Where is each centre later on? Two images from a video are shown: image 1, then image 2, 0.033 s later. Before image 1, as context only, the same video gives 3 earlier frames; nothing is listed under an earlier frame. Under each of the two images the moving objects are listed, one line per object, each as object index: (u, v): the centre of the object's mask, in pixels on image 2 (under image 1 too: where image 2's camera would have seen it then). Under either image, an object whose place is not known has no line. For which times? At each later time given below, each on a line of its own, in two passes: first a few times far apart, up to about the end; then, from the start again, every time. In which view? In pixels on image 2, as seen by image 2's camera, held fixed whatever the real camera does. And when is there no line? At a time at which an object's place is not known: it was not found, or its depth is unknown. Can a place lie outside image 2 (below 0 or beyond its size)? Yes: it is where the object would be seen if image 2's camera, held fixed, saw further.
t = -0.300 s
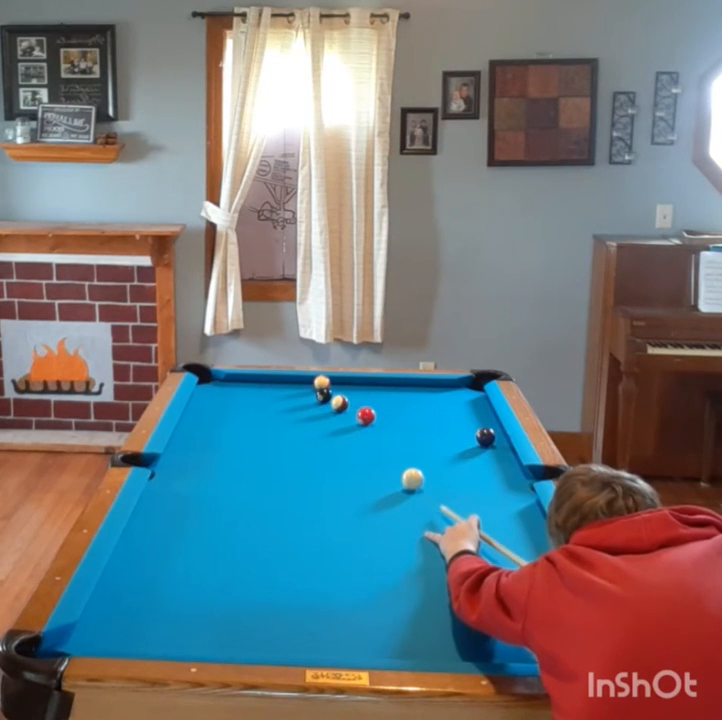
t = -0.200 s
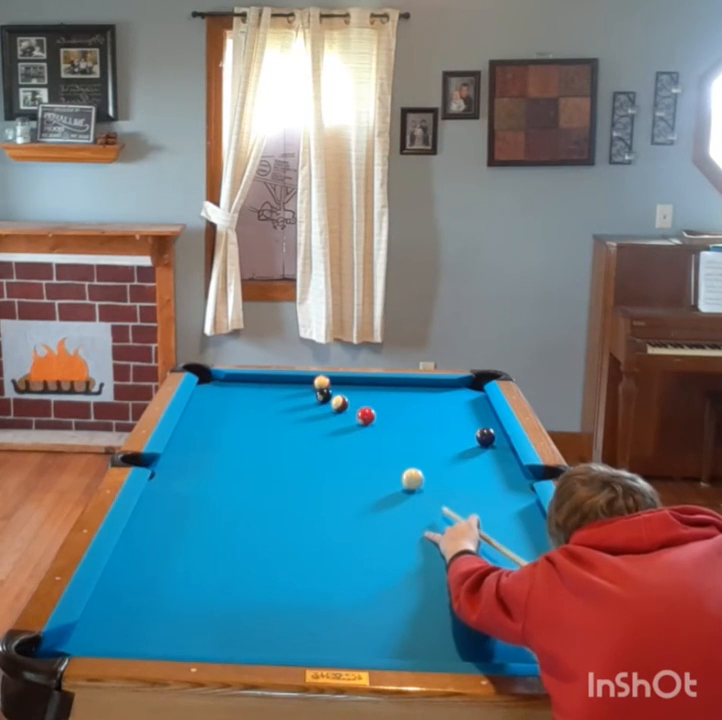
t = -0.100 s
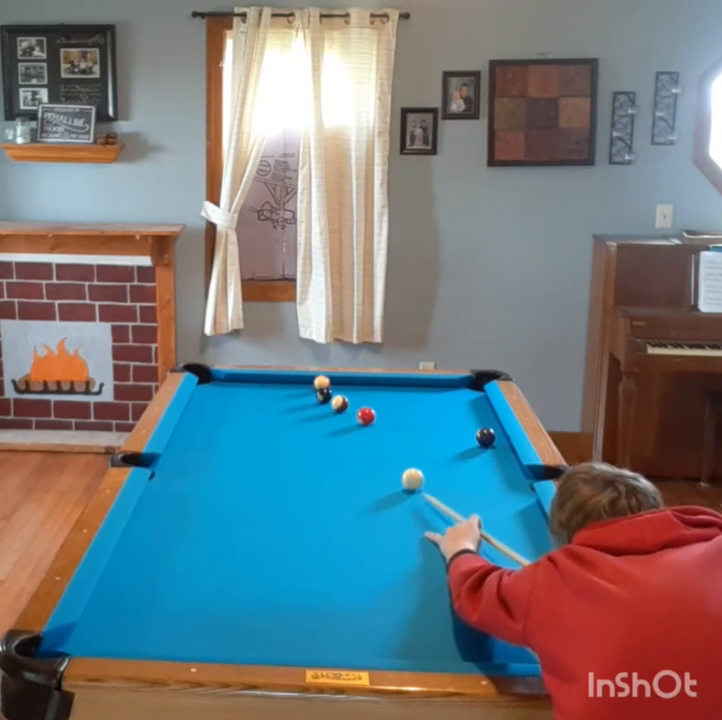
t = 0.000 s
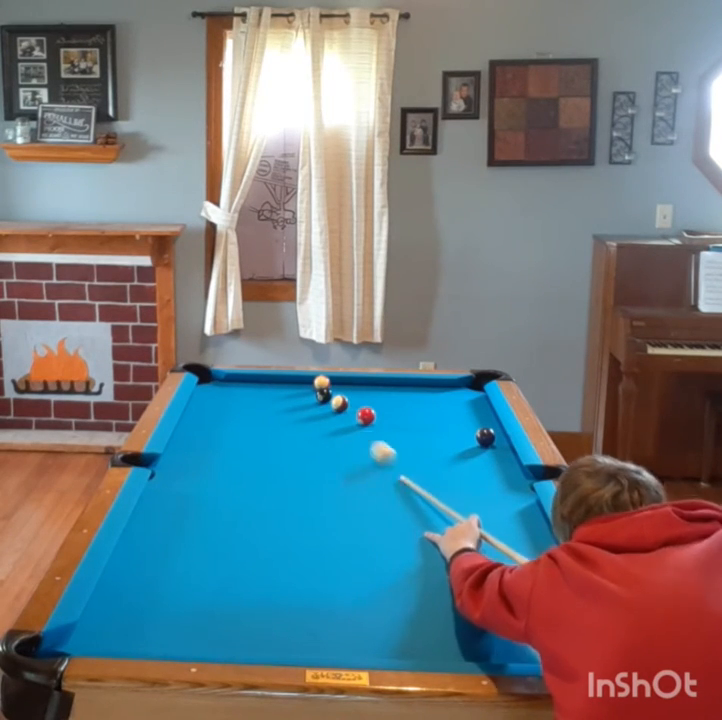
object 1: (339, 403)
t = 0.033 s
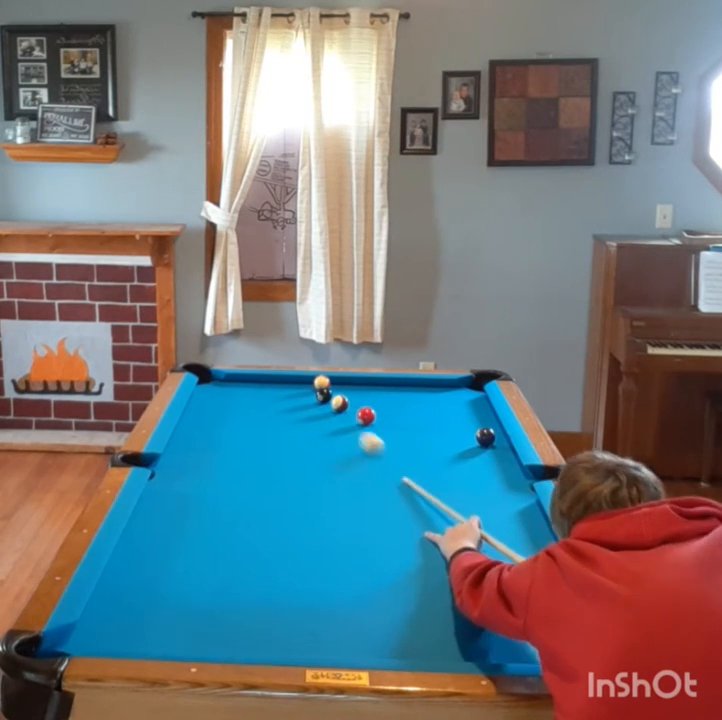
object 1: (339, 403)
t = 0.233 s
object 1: (346, 401)
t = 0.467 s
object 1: (380, 391)
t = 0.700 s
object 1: (410, 382)
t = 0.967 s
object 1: (432, 387)
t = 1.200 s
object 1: (451, 392)
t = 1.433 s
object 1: (469, 396)
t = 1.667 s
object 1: (479, 400)
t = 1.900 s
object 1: (472, 404)
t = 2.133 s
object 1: (465, 405)
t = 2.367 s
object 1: (459, 408)
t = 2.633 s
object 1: (452, 411)
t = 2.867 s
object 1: (447, 412)
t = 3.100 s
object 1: (443, 414)
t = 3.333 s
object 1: (439, 415)
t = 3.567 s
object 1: (436, 415)
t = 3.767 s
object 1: (435, 415)
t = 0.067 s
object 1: (339, 403)
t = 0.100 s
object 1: (339, 403)
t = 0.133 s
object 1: (339, 402)
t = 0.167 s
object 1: (341, 401)
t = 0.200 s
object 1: (341, 403)
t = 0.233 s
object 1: (346, 401)
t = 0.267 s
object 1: (353, 399)
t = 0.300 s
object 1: (358, 397)
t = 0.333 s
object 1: (362, 396)
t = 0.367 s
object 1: (367, 394)
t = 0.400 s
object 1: (372, 393)
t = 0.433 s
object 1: (376, 392)
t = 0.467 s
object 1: (380, 391)
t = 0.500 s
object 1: (385, 389)
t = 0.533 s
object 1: (390, 388)
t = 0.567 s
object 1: (393, 387)
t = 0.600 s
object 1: (398, 385)
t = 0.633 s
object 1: (403, 383)
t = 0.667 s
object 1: (406, 383)
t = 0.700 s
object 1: (410, 382)
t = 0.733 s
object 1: (413, 382)
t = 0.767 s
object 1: (416, 383)
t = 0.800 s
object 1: (419, 384)
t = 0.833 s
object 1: (422, 385)
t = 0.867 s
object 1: (424, 385)
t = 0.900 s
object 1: (426, 386)
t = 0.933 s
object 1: (429, 386)
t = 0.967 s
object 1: (432, 387)
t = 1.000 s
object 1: (435, 388)
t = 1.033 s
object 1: (438, 388)
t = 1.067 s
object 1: (439, 389)
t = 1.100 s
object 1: (442, 389)
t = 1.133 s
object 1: (445, 390)
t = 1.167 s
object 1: (448, 391)
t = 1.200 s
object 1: (451, 392)
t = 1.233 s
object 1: (453, 393)
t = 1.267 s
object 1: (455, 393)
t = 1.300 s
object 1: (458, 394)
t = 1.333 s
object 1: (460, 394)
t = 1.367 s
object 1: (463, 395)
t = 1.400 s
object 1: (467, 396)
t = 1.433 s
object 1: (469, 396)
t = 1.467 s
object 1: (472, 397)
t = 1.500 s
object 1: (474, 397)
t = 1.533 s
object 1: (476, 398)
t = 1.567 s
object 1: (479, 399)
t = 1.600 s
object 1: (480, 399)
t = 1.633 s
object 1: (480, 400)
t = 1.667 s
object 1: (479, 400)
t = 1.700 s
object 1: (478, 401)
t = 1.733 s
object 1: (477, 402)
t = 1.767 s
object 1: (476, 402)
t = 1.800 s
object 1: (475, 402)
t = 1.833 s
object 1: (474, 403)
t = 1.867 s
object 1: (473, 403)
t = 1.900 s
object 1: (472, 404)
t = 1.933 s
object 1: (471, 404)
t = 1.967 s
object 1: (470, 404)
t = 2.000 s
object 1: (469, 404)
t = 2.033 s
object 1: (468, 405)
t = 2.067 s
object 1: (467, 405)
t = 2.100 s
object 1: (466, 405)
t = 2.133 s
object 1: (465, 405)
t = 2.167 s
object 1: (464, 406)
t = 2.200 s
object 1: (463, 406)
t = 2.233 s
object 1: (462, 406)
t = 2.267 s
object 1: (461, 407)
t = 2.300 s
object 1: (461, 407)
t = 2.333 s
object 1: (460, 408)
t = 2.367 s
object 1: (459, 408)
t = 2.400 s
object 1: (458, 409)
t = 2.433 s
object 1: (457, 409)
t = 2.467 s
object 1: (456, 410)
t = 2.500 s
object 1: (455, 410)
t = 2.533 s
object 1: (454, 410)
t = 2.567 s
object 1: (453, 410)
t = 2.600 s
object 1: (453, 410)
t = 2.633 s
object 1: (452, 411)
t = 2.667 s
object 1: (451, 411)
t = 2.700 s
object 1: (450, 411)
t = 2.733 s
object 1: (450, 411)
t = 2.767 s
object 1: (449, 411)
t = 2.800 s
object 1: (448, 412)
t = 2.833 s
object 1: (448, 412)
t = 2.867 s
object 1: (447, 412)
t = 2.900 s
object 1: (446, 413)
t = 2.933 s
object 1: (446, 413)
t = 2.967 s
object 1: (445, 413)
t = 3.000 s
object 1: (445, 413)
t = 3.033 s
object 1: (444, 413)
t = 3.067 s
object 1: (443, 414)
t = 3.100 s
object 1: (443, 414)
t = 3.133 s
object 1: (442, 414)
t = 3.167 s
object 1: (442, 414)
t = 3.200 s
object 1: (441, 414)
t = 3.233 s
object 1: (441, 414)
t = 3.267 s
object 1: (440, 414)
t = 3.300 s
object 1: (440, 415)
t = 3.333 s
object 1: (439, 415)
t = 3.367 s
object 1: (439, 415)
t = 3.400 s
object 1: (438, 415)
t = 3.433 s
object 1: (438, 415)
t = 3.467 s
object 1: (437, 415)
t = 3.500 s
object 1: (437, 415)
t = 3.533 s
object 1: (437, 415)
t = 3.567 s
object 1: (436, 415)
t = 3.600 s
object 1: (436, 415)
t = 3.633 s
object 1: (436, 415)
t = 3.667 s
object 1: (435, 415)
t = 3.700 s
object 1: (435, 415)
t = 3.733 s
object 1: (435, 415)
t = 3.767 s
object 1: (435, 415)
